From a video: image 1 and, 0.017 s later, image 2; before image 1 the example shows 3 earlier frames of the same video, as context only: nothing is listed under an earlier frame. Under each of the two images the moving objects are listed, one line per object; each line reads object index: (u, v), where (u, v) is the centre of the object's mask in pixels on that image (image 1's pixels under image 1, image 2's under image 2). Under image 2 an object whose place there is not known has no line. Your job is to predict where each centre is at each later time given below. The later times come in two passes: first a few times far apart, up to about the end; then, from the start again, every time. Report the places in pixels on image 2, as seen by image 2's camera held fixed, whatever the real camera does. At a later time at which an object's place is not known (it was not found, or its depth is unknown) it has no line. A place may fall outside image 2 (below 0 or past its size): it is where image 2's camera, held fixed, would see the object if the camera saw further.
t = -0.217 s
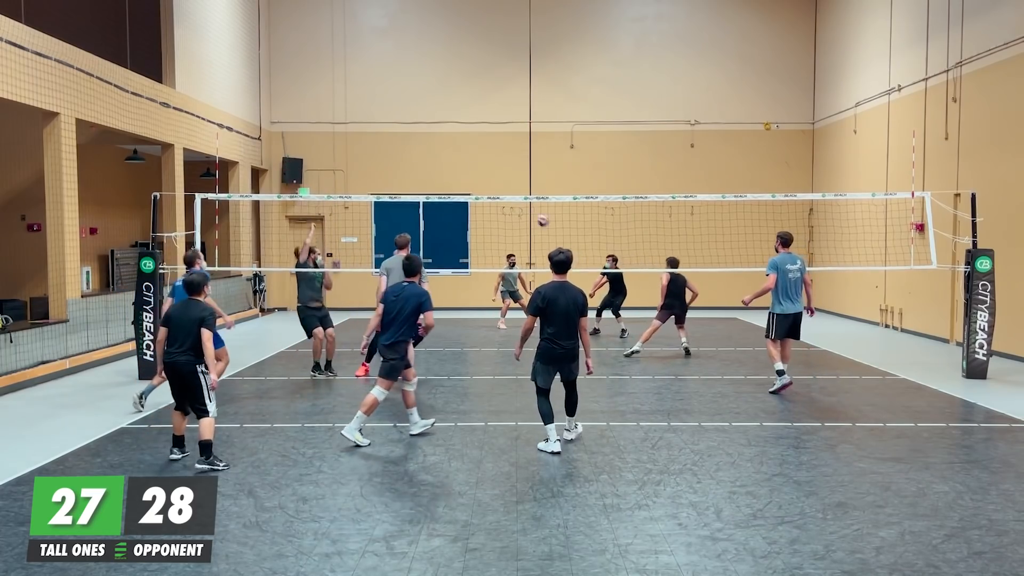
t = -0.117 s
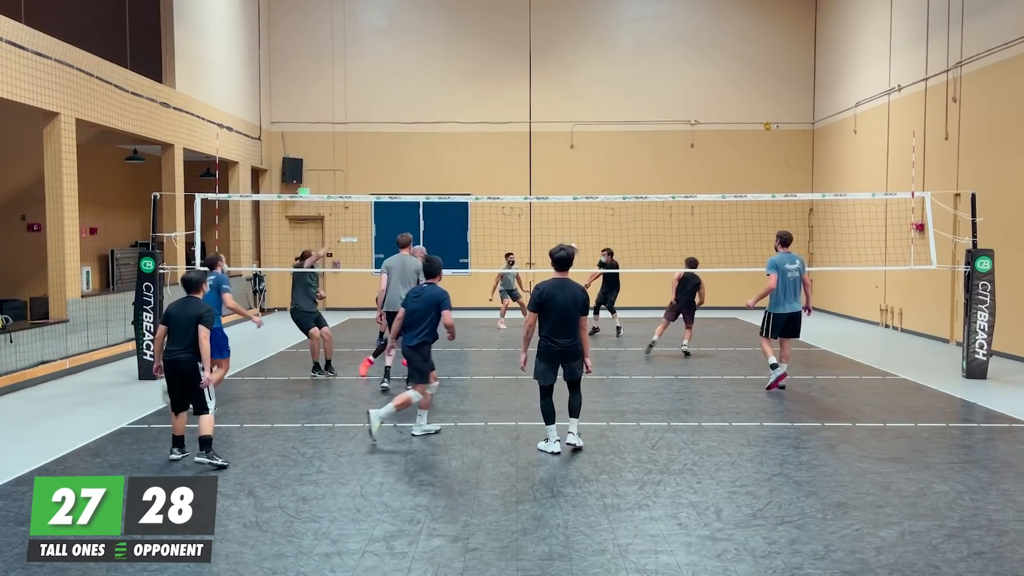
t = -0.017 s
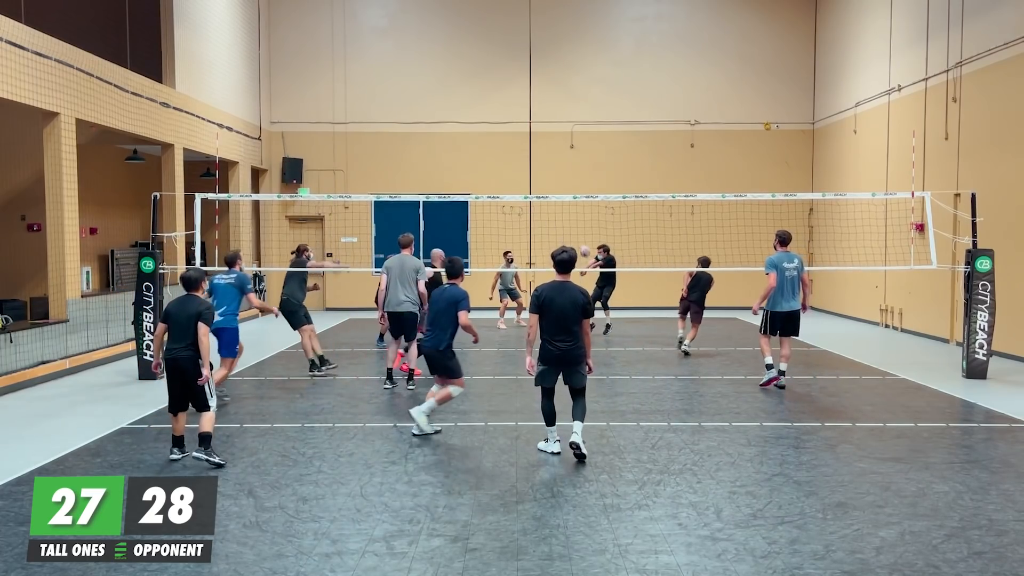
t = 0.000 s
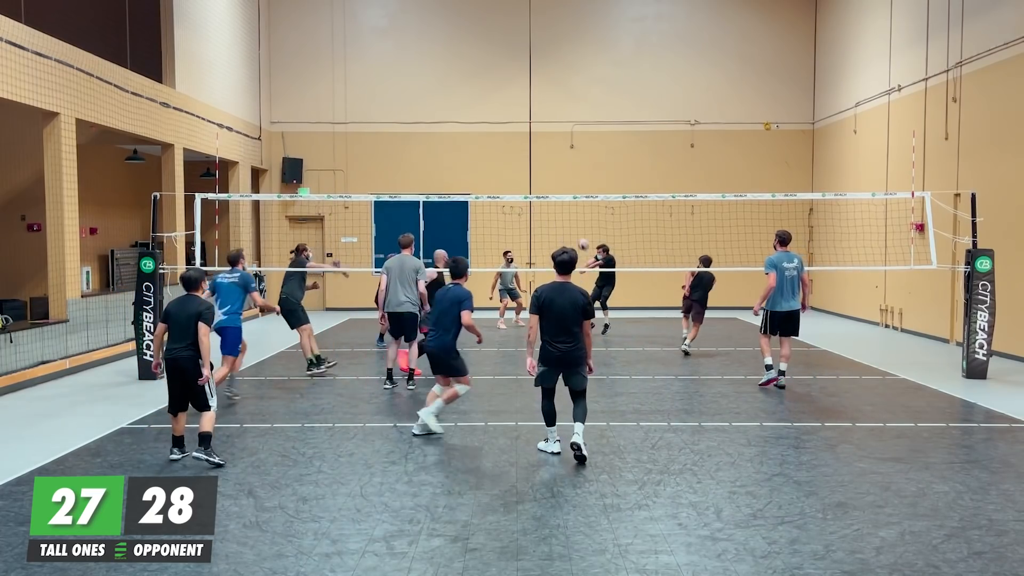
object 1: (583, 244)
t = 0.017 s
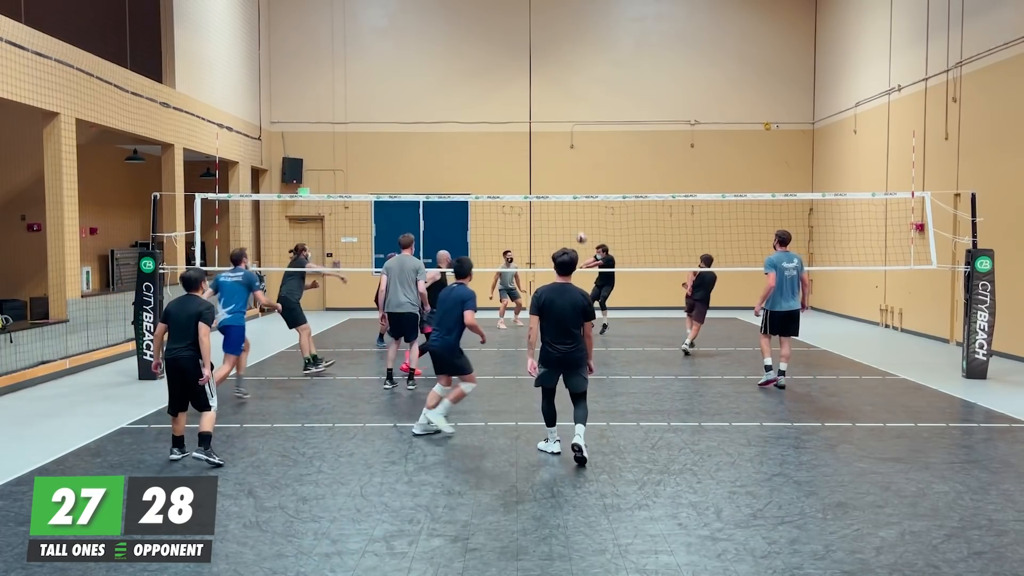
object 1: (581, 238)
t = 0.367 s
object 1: (544, 127)
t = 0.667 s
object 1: (510, 82)
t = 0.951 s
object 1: (476, 84)
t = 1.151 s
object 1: (452, 115)
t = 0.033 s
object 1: (580, 232)
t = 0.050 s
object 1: (578, 225)
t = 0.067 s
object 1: (576, 219)
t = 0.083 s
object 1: (575, 213)
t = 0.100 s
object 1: (573, 207)
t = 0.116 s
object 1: (571, 204)
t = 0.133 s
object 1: (569, 193)
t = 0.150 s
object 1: (567, 189)
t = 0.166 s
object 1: (566, 184)
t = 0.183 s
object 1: (564, 178)
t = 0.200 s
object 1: (562, 173)
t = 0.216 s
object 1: (561, 168)
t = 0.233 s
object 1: (559, 163)
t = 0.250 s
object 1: (557, 158)
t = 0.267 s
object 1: (555, 153)
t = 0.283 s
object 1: (553, 149)
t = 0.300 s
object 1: (551, 144)
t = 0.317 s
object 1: (550, 140)
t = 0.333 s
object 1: (548, 136)
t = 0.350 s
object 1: (546, 132)
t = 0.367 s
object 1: (544, 127)
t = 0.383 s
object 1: (542, 124)
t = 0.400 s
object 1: (541, 120)
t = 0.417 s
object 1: (539, 117)
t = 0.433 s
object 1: (537, 113)
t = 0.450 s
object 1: (535, 110)
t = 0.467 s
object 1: (533, 107)
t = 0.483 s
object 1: (531, 104)
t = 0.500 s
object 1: (529, 101)
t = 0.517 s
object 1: (527, 99)
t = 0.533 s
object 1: (525, 96)
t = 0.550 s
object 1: (524, 94)
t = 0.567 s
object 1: (522, 92)
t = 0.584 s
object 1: (520, 90)
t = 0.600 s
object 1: (518, 88)
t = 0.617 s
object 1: (516, 86)
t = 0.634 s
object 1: (514, 84)
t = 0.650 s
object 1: (512, 83)
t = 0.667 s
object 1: (510, 82)
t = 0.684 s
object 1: (508, 80)
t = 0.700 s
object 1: (506, 79)
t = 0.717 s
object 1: (504, 79)
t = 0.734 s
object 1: (502, 78)
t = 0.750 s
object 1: (500, 77)
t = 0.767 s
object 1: (498, 77)
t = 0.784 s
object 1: (496, 77)
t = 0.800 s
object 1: (494, 77)
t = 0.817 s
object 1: (493, 77)
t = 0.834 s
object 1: (490, 77)
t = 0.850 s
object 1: (488, 77)
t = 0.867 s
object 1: (487, 78)
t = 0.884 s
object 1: (485, 79)
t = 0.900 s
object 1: (483, 80)
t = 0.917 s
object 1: (480, 81)
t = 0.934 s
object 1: (478, 82)
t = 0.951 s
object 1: (476, 84)
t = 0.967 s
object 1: (474, 85)
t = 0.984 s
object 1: (472, 87)
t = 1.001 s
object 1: (470, 89)
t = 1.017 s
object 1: (468, 91)
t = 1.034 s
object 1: (466, 94)
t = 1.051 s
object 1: (464, 96)
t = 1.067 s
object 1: (462, 99)
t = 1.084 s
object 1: (460, 101)
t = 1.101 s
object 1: (458, 104)
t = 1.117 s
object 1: (456, 107)
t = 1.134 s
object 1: (454, 111)
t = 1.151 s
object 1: (452, 115)
